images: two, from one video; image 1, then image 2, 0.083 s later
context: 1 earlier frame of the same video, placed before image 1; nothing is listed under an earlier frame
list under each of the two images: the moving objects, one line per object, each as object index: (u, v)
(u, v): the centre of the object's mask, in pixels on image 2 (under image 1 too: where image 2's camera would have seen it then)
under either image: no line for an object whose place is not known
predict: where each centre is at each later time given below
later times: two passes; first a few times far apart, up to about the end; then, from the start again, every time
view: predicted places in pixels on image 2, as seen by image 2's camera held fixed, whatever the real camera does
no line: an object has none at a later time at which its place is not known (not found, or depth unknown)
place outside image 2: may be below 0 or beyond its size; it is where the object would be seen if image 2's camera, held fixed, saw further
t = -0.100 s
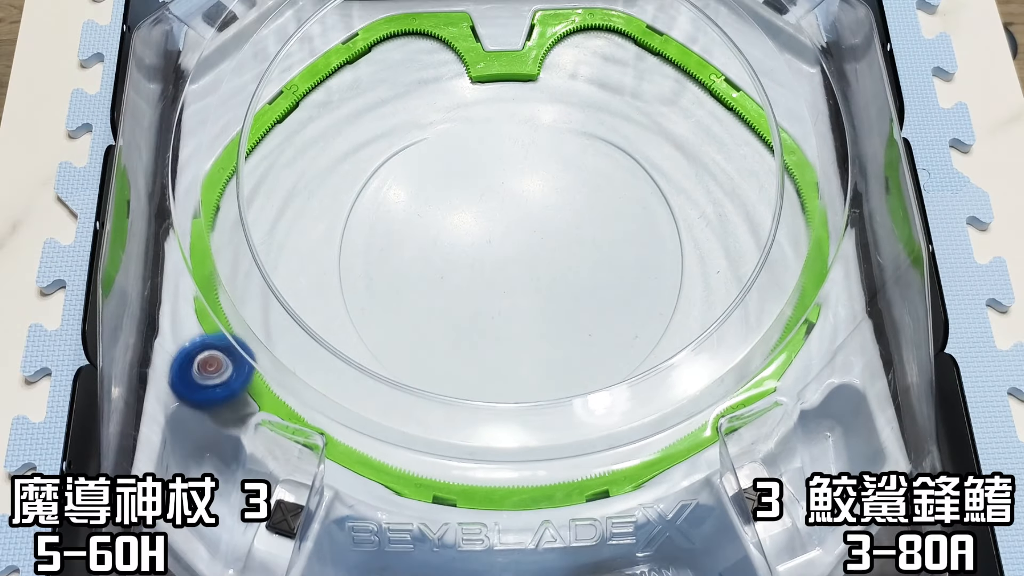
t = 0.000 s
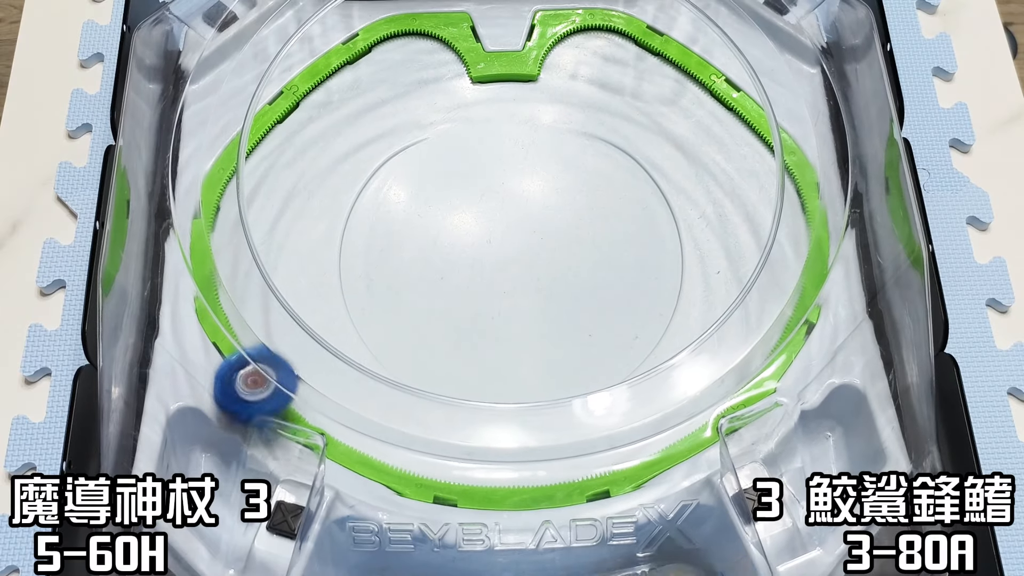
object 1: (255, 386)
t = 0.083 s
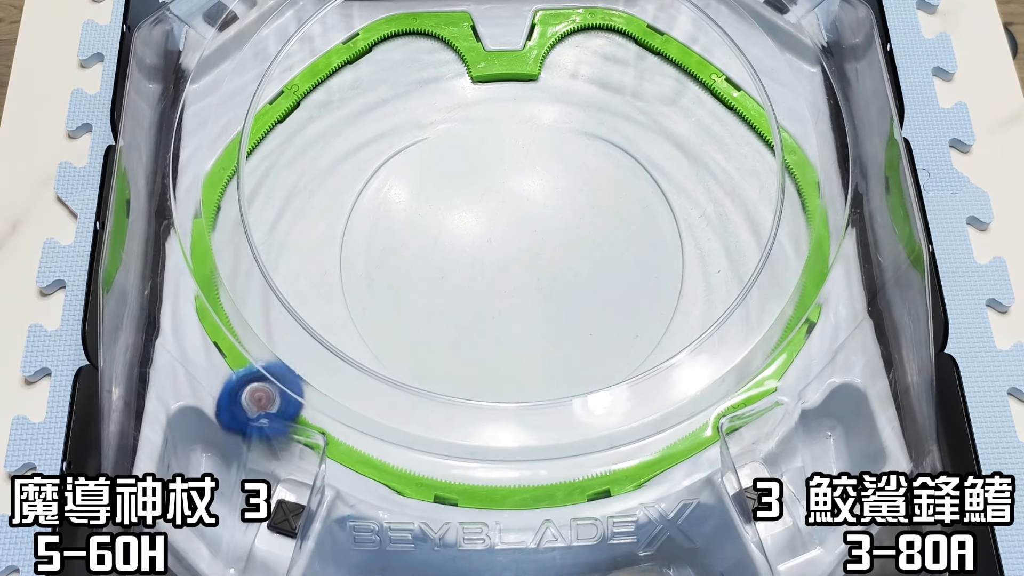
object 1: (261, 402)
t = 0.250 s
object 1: (273, 403)
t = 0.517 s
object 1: (374, 352)
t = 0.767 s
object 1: (540, 222)
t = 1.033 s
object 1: (445, 91)
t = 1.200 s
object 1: (374, 119)
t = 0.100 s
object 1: (259, 405)
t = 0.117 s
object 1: (256, 408)
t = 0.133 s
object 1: (255, 410)
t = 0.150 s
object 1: (258, 409)
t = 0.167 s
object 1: (263, 408)
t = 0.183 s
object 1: (266, 407)
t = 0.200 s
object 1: (269, 406)
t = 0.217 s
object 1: (271, 405)
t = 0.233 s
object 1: (273, 404)
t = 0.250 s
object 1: (273, 403)
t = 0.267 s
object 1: (273, 401)
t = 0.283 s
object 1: (274, 399)
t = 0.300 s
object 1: (274, 397)
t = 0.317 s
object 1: (276, 393)
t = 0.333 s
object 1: (279, 391)
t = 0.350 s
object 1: (284, 386)
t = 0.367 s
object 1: (292, 384)
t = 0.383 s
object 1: (299, 384)
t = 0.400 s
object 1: (309, 383)
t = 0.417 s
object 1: (319, 384)
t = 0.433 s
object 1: (329, 383)
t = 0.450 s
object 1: (338, 375)
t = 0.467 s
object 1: (347, 369)
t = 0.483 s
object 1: (355, 367)
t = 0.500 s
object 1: (365, 361)
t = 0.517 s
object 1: (374, 352)
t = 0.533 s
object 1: (383, 344)
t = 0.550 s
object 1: (390, 341)
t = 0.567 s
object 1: (399, 337)
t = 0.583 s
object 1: (409, 332)
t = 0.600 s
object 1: (423, 326)
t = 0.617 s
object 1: (436, 322)
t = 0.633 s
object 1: (451, 316)
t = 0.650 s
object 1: (467, 308)
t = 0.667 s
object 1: (481, 299)
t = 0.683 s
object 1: (494, 290)
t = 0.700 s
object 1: (506, 278)
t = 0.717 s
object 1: (518, 265)
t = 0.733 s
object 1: (526, 251)
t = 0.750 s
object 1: (534, 237)
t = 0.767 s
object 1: (540, 222)
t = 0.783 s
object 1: (544, 207)
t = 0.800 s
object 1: (547, 190)
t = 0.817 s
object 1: (548, 175)
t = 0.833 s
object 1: (547, 159)
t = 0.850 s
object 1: (545, 144)
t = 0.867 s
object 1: (541, 130)
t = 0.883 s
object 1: (536, 116)
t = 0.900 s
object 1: (529, 103)
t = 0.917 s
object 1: (522, 91)
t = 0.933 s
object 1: (513, 80)
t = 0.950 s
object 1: (502, 68)
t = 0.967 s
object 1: (491, 65)
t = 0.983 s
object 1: (480, 72)
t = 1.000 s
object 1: (468, 80)
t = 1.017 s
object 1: (457, 86)
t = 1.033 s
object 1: (445, 91)
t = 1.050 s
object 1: (433, 96)
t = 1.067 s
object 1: (423, 99)
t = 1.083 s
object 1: (413, 102)
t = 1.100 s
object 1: (404, 105)
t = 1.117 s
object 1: (396, 108)
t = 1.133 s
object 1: (390, 111)
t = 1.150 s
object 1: (385, 113)
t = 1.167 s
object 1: (381, 115)
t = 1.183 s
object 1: (377, 117)
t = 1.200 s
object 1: (374, 119)
